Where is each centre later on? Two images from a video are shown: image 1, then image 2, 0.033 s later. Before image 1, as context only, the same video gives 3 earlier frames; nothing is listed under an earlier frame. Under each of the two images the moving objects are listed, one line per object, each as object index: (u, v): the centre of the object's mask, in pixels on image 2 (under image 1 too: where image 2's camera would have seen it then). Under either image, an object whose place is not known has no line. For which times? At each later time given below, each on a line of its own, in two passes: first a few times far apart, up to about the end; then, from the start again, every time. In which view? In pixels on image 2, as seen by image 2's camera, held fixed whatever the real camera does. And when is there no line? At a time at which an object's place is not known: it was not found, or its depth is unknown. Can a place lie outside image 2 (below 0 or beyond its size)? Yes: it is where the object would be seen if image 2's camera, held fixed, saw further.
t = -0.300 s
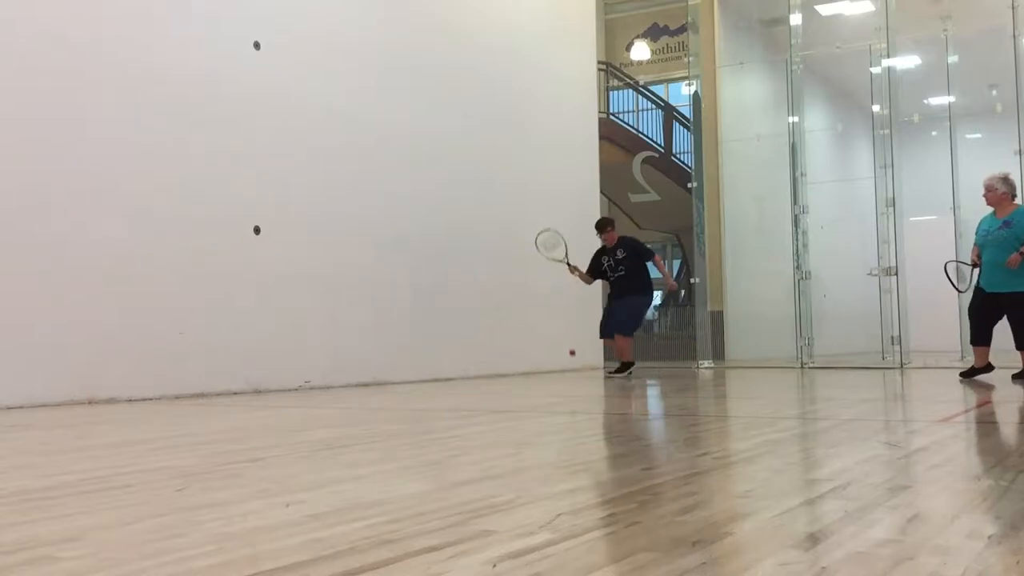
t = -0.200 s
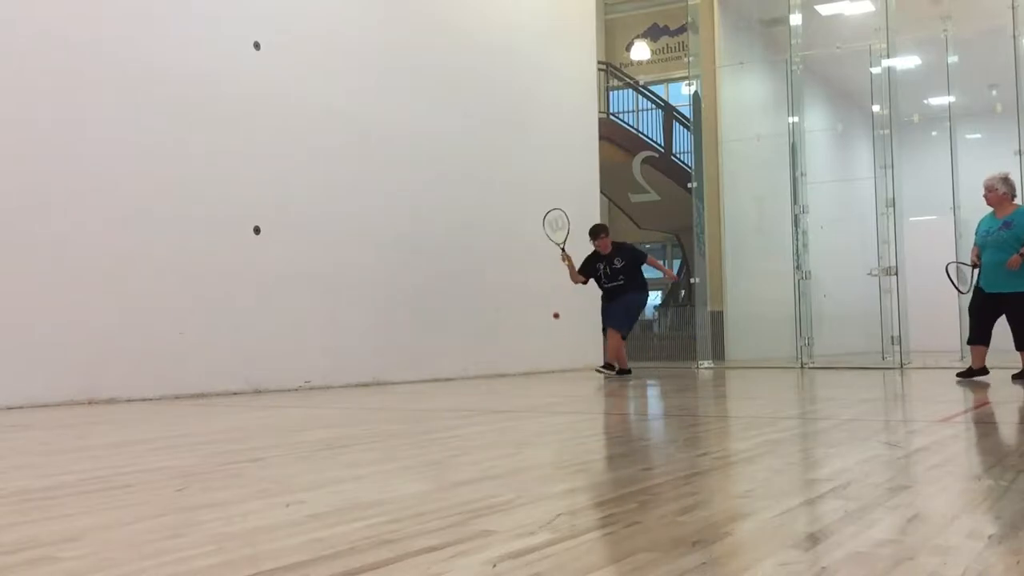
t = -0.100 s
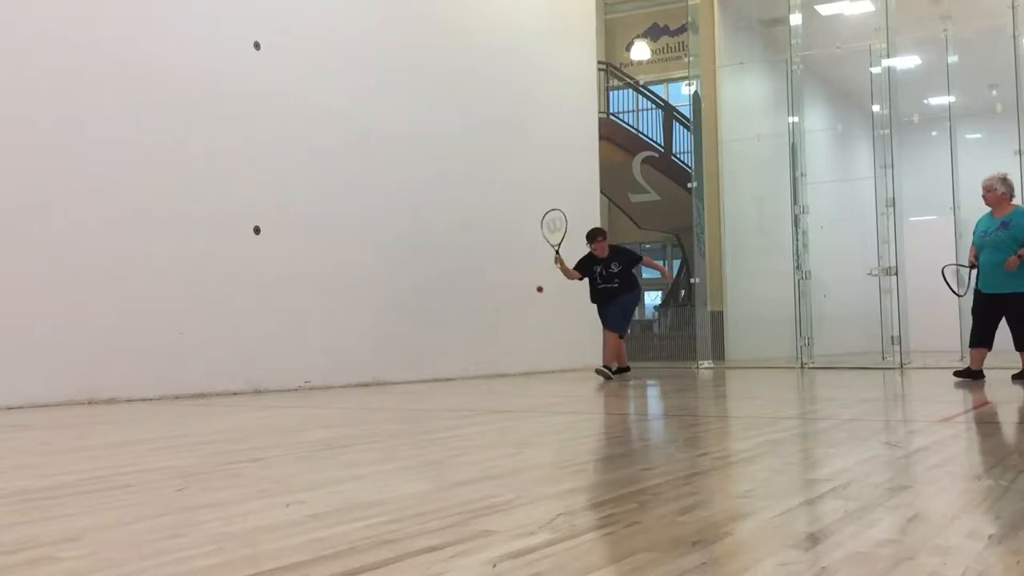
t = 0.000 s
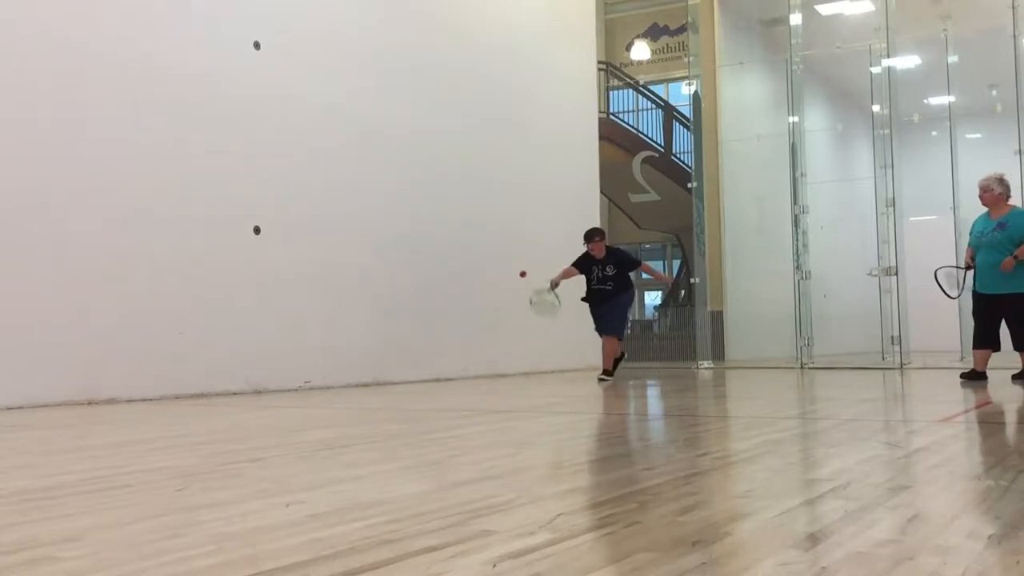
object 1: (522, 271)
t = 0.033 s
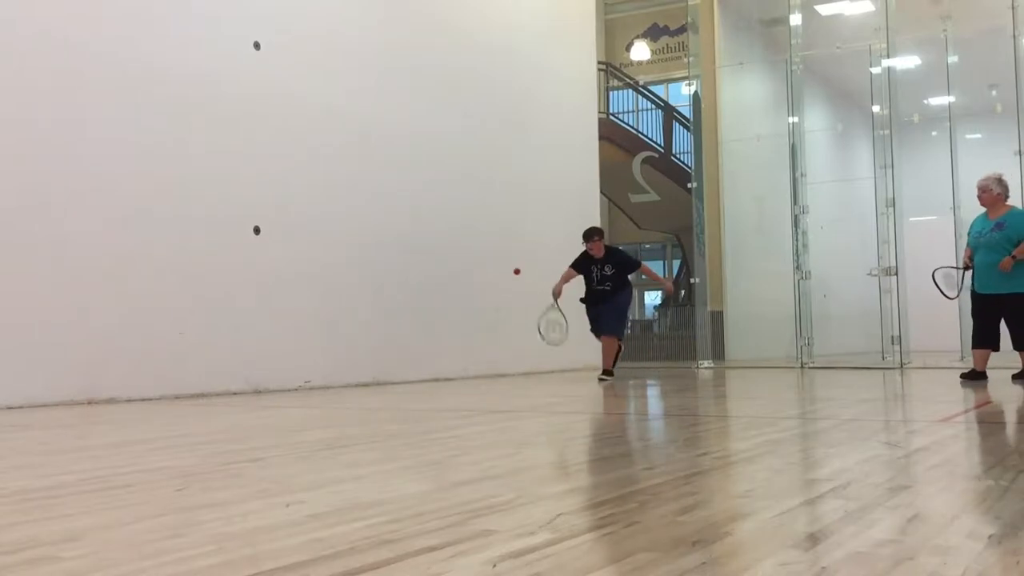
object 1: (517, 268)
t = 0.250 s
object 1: (477, 286)
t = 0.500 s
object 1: (429, 387)
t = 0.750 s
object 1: (373, 301)
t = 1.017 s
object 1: (307, 306)
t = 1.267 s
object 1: (234, 387)
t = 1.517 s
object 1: (155, 313)
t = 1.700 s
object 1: (86, 328)
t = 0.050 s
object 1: (514, 268)
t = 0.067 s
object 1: (511, 267)
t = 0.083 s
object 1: (509, 265)
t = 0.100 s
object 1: (506, 265)
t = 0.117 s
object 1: (503, 266)
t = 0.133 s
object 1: (500, 268)
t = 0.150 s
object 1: (497, 269)
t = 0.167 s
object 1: (493, 271)
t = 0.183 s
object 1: (490, 273)
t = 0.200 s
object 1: (487, 276)
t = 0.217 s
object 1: (485, 278)
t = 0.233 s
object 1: (481, 282)
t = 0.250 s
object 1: (477, 286)
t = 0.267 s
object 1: (475, 290)
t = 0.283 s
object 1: (472, 295)
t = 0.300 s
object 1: (469, 299)
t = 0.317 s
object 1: (465, 305)
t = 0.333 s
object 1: (462, 311)
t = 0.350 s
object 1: (459, 316)
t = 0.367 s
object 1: (456, 324)
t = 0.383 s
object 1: (453, 331)
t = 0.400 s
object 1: (449, 339)
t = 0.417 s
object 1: (445, 347)
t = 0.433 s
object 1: (443, 355)
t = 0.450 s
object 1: (440, 364)
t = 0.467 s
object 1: (436, 374)
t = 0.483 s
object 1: (432, 384)
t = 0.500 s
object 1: (429, 387)
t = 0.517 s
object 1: (426, 379)
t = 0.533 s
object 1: (422, 371)
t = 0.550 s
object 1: (418, 364)
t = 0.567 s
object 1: (415, 356)
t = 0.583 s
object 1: (411, 350)
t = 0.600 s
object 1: (407, 343)
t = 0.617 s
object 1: (404, 337)
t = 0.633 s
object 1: (400, 331)
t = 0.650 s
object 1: (396, 326)
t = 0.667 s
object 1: (392, 321)
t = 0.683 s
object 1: (389, 316)
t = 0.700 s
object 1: (385, 312)
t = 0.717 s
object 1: (381, 308)
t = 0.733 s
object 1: (377, 304)
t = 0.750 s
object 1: (373, 301)
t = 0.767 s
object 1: (370, 298)
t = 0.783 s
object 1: (366, 296)
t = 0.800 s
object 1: (362, 294)
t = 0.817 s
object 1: (357, 292)
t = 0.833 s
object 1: (354, 291)
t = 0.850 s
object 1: (349, 291)
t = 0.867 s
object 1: (345, 290)
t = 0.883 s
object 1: (341, 289)
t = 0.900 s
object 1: (337, 290)
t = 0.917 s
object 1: (333, 291)
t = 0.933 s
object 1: (328, 293)
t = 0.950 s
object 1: (325, 294)
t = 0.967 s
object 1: (320, 297)
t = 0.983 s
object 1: (316, 299)
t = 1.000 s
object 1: (312, 303)
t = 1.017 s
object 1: (307, 306)
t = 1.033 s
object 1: (302, 310)
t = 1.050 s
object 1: (298, 315)
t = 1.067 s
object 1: (294, 320)
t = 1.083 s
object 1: (289, 326)
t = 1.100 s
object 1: (284, 333)
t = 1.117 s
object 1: (279, 339)
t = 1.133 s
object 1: (274, 347)
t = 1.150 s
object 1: (270, 354)
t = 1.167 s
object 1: (265, 363)
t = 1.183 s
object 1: (260, 372)
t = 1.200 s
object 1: (255, 382)
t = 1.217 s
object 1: (249, 392)
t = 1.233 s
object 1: (245, 404)
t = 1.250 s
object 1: (240, 395)
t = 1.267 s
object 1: (234, 387)
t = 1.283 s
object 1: (230, 379)
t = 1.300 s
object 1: (225, 372)
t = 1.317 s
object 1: (220, 364)
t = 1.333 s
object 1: (215, 358)
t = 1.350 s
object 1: (210, 351)
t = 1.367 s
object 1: (204, 345)
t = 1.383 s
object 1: (199, 340)
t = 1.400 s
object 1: (194, 335)
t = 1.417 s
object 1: (188, 330)
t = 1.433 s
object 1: (183, 326)
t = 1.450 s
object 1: (177, 322)
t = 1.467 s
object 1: (172, 319)
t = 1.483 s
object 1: (166, 317)
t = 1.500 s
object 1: (160, 314)
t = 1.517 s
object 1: (155, 313)
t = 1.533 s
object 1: (149, 311)
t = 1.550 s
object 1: (143, 310)
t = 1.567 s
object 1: (137, 310)
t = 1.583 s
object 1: (131, 311)
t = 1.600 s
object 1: (125, 312)
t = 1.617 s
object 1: (118, 313)
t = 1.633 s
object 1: (112, 314)
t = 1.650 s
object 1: (106, 317)
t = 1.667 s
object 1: (99, 320)
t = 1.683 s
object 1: (93, 324)
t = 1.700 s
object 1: (86, 328)
